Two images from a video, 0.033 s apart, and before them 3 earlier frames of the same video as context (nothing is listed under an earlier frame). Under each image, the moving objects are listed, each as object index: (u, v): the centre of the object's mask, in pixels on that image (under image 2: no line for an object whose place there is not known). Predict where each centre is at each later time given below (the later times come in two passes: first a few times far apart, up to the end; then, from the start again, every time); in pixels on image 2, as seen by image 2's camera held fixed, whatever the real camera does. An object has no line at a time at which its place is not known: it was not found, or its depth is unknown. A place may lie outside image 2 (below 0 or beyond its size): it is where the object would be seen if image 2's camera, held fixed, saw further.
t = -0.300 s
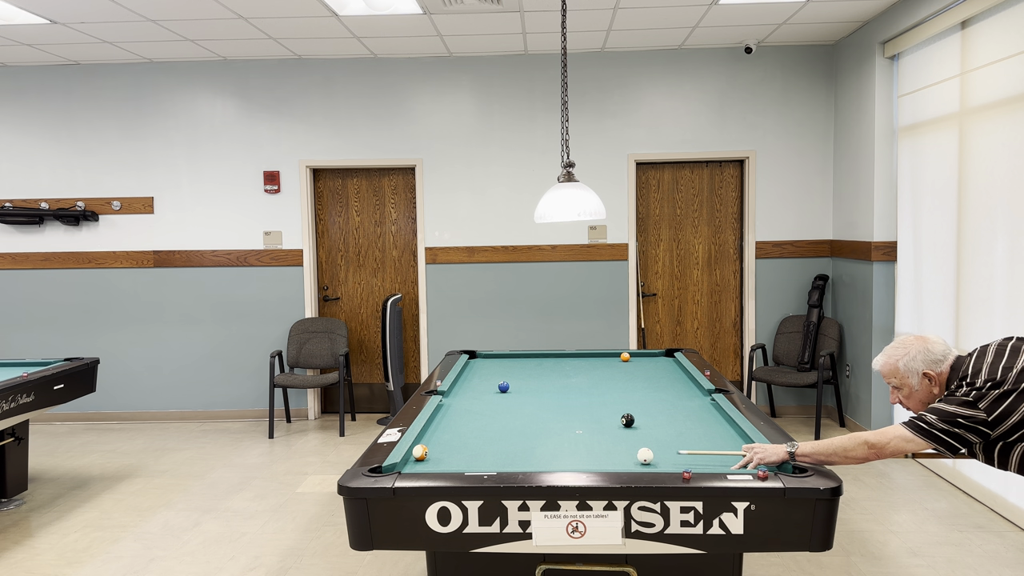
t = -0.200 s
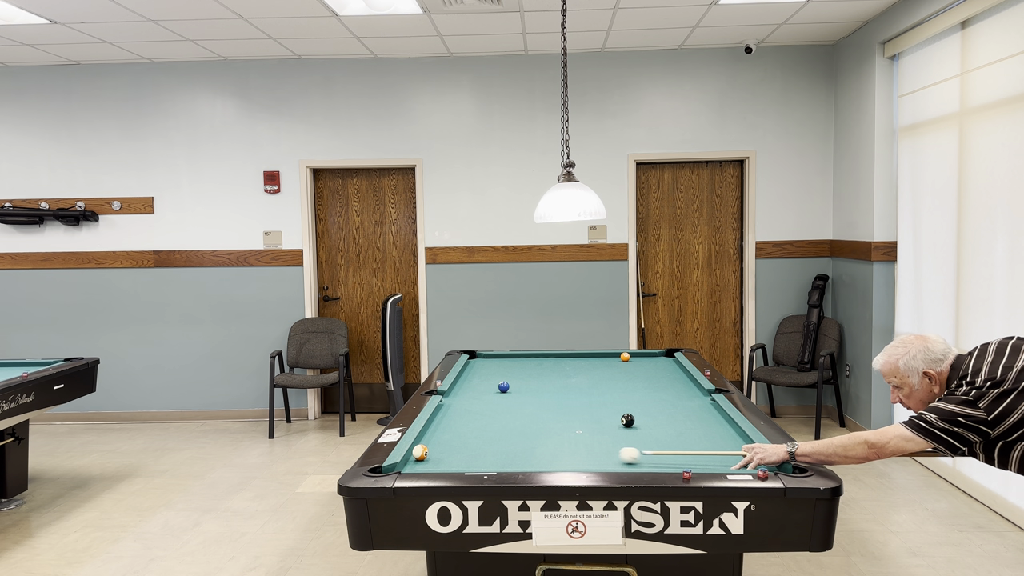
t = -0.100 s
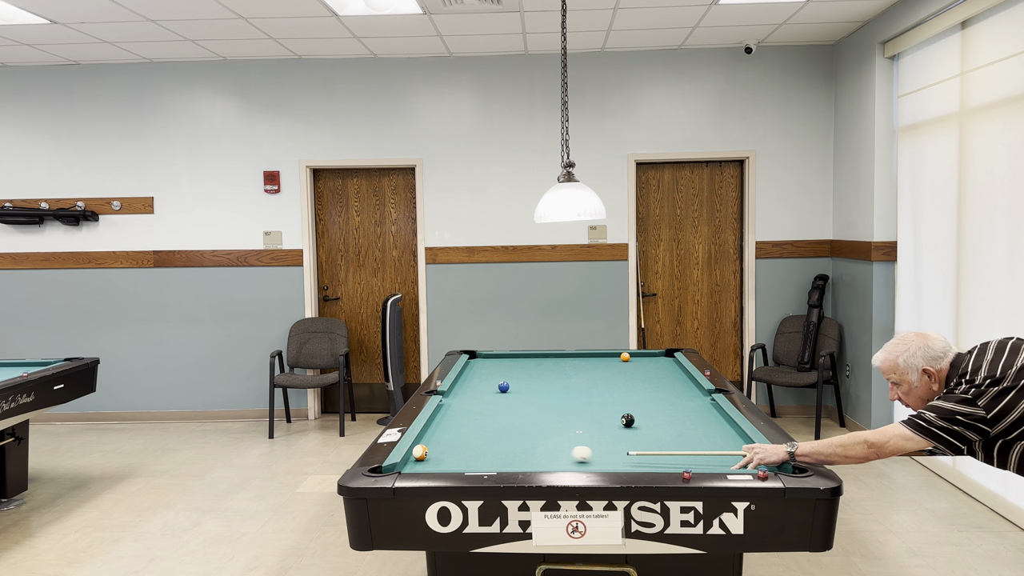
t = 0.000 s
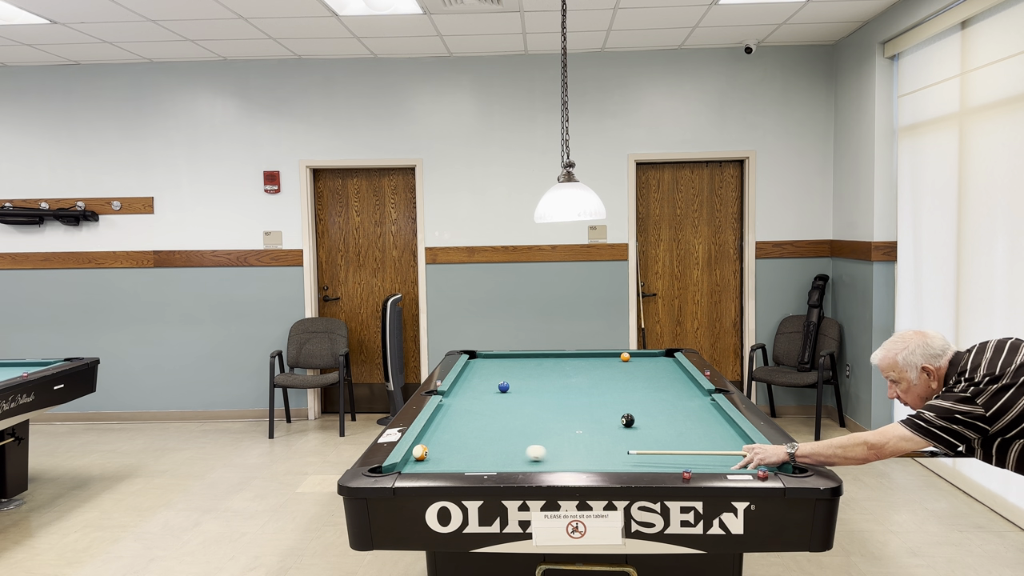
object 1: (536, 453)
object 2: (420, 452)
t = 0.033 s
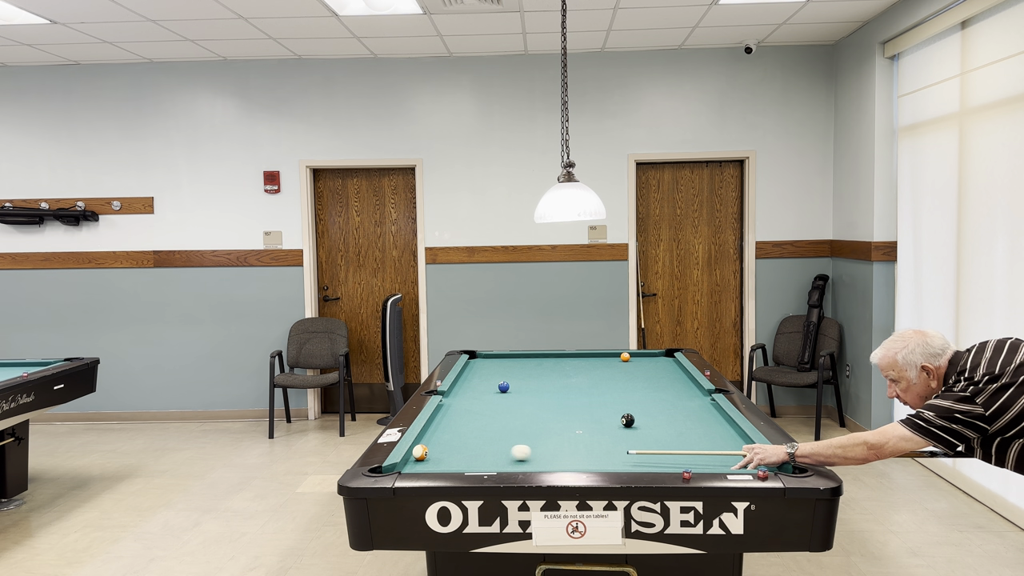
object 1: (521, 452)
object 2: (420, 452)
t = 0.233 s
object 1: (435, 451)
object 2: (418, 452)
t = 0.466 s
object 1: (423, 442)
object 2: (454, 455)
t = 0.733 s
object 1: (443, 436)
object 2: (501, 457)
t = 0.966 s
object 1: (459, 431)
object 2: (542, 459)
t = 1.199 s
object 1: (474, 427)
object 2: (583, 460)
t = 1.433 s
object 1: (487, 423)
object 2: (623, 462)
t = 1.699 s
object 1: (500, 419)
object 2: (668, 463)
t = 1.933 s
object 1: (511, 415)
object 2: (708, 465)
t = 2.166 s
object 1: (521, 412)
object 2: (744, 465)
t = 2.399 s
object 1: (531, 410)
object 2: (775, 466)
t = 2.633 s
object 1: (539, 407)
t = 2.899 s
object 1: (547, 405)
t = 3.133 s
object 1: (554, 403)
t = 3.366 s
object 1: (559, 402)
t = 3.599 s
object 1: (564, 401)
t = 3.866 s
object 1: (569, 399)
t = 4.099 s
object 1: (572, 398)
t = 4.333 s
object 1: (575, 398)
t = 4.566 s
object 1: (577, 397)
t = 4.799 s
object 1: (578, 397)
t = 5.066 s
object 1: (579, 396)
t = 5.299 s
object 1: (579, 396)
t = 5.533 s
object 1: (579, 396)
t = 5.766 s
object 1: (579, 396)
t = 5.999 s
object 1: (579, 396)
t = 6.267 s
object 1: (579, 396)
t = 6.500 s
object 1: (579, 396)
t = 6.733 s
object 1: (579, 396)
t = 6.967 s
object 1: (579, 396)
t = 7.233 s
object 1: (579, 396)
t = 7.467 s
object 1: (579, 396)
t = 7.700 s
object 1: (579, 396)
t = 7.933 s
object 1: (579, 396)
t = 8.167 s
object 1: (579, 396)
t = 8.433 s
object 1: (579, 396)
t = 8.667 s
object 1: (579, 396)
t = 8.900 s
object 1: (579, 396)
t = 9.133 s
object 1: (579, 396)
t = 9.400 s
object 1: (579, 396)
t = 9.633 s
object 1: (579, 396)
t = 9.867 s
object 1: (579, 396)
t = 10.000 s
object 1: (579, 396)
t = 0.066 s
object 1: (506, 452)
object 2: (420, 452)
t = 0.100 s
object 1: (491, 452)
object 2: (420, 452)
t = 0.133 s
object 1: (476, 451)
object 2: (420, 452)
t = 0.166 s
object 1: (462, 451)
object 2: (420, 452)
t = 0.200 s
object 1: (448, 451)
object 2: (420, 452)
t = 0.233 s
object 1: (435, 451)
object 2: (418, 452)
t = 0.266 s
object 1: (434, 449)
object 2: (415, 453)
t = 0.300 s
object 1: (433, 447)
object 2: (422, 453)
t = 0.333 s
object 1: (429, 443)
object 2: (429, 453)
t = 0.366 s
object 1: (425, 445)
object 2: (436, 454)
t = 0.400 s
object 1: (421, 444)
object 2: (442, 454)
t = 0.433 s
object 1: (419, 443)
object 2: (448, 454)
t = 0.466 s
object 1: (423, 442)
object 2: (454, 455)
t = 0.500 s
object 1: (425, 442)
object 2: (459, 455)
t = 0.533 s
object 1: (428, 441)
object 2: (465, 455)
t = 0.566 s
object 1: (430, 440)
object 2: (471, 455)
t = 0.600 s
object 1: (433, 439)
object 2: (477, 455)
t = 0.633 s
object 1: (435, 438)
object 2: (483, 456)
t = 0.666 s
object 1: (438, 437)
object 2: (489, 456)
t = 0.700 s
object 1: (440, 437)
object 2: (495, 457)
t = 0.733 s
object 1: (443, 436)
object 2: (501, 457)
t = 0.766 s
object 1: (445, 435)
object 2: (507, 457)
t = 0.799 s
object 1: (448, 435)
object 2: (512, 457)
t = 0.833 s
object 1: (450, 434)
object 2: (518, 458)
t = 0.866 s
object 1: (452, 433)
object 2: (524, 458)
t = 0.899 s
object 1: (455, 433)
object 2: (530, 458)
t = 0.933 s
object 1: (457, 432)
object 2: (536, 458)
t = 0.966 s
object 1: (459, 431)
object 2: (542, 459)
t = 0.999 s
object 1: (461, 430)
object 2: (547, 459)
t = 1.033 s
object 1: (463, 430)
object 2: (553, 459)
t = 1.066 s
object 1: (465, 429)
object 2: (559, 459)
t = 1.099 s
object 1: (467, 429)
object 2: (565, 460)
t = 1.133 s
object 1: (469, 428)
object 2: (571, 460)
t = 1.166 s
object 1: (472, 427)
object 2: (577, 460)
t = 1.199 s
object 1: (474, 427)
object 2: (583, 460)
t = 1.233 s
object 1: (475, 426)
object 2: (588, 460)
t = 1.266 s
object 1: (478, 426)
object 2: (594, 460)
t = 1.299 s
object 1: (479, 425)
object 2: (599, 461)
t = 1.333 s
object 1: (481, 424)
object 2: (605, 461)
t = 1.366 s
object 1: (483, 424)
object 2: (611, 461)
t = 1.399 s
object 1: (485, 423)
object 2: (616, 461)
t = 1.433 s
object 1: (487, 423)
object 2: (623, 462)
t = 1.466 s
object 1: (489, 422)
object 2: (629, 462)
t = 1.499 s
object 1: (490, 422)
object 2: (634, 462)
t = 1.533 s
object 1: (492, 421)
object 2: (640, 462)
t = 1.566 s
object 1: (494, 421)
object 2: (645, 462)
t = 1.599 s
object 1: (496, 420)
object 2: (651, 462)
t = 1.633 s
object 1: (497, 419)
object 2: (657, 463)
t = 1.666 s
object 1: (499, 419)
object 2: (662, 463)
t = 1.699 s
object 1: (500, 419)
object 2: (668, 463)
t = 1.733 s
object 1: (502, 418)
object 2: (674, 463)
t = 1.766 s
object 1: (504, 418)
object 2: (680, 464)
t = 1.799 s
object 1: (505, 417)
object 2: (685, 464)
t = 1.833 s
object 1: (507, 417)
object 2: (691, 464)
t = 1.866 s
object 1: (508, 416)
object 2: (696, 464)
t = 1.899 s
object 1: (510, 416)
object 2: (702, 464)
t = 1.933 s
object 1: (511, 415)
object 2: (708, 465)
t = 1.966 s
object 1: (513, 415)
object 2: (713, 465)
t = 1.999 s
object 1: (514, 414)
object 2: (718, 465)
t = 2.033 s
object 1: (516, 414)
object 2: (724, 465)
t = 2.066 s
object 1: (517, 414)
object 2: (730, 465)
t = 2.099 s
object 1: (519, 413)
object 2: (735, 465)
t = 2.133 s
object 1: (520, 413)
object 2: (739, 465)
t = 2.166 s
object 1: (521, 412)
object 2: (744, 465)
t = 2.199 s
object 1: (523, 412)
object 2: (749, 465)
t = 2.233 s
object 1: (524, 412)
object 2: (753, 465)
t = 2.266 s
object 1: (525, 411)
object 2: (757, 465)
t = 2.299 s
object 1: (527, 411)
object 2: (763, 465)
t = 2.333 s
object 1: (528, 411)
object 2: (768, 466)
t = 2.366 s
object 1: (529, 410)
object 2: (772, 466)
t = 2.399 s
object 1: (531, 410)
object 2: (775, 466)
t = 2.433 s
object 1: (532, 410)
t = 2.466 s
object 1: (533, 409)
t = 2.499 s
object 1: (534, 409)
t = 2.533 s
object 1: (535, 408)
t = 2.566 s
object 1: (536, 408)
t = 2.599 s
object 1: (538, 408)
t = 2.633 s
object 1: (539, 407)
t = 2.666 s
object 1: (540, 407)
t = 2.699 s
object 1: (541, 407)
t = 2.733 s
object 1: (542, 407)
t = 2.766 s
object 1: (543, 406)
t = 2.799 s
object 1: (544, 406)
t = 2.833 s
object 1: (545, 406)
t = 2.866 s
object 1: (546, 406)
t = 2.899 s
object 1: (547, 405)
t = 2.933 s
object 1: (548, 405)
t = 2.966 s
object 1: (549, 405)
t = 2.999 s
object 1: (550, 404)
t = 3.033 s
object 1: (551, 404)
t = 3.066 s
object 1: (552, 404)
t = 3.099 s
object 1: (553, 404)
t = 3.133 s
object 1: (554, 403)
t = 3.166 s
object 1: (554, 403)
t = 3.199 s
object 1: (555, 403)
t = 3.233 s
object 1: (556, 403)
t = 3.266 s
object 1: (557, 403)
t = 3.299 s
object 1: (558, 402)
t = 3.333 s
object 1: (559, 402)
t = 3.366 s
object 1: (559, 402)
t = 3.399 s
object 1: (560, 402)
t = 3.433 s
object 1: (561, 402)
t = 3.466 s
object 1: (561, 401)
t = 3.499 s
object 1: (562, 401)
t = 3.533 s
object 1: (563, 401)
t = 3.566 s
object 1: (564, 401)
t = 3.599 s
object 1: (564, 401)
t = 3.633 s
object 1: (565, 400)
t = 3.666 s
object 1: (565, 400)
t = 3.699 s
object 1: (566, 400)
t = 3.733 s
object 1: (567, 400)
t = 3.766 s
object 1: (567, 400)
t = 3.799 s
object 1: (568, 400)
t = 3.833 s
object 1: (568, 400)
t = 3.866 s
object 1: (569, 399)
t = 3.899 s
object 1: (570, 399)
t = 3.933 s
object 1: (570, 399)
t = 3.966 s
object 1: (571, 399)
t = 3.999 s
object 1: (571, 399)
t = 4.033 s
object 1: (571, 399)
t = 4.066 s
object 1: (572, 399)
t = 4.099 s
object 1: (572, 398)
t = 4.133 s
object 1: (573, 398)
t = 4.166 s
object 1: (573, 398)
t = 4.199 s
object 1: (574, 398)
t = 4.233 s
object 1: (574, 398)
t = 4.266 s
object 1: (575, 398)
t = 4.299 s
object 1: (575, 398)
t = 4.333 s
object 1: (575, 398)
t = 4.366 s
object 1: (576, 398)
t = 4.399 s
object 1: (576, 397)
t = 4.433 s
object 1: (576, 397)
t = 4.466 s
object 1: (576, 397)
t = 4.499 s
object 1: (577, 397)
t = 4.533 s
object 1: (577, 397)
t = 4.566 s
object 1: (577, 397)
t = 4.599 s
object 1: (577, 397)
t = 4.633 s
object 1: (578, 397)
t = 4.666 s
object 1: (578, 397)
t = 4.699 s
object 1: (578, 397)
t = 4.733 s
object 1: (578, 397)
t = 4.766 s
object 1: (578, 397)
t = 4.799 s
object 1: (578, 397)
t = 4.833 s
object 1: (579, 397)
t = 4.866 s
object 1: (579, 397)
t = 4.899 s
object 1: (579, 397)
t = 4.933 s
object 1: (579, 397)
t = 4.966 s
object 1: (579, 396)
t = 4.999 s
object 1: (579, 396)
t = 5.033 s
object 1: (579, 396)
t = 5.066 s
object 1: (579, 396)
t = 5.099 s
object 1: (579, 396)
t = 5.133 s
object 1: (579, 396)
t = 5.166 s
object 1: (579, 396)
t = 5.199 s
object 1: (579, 396)
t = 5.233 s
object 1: (579, 396)
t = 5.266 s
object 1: (579, 396)
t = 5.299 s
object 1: (579, 396)
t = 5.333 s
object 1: (579, 396)
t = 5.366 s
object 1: (579, 396)
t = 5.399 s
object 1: (579, 396)
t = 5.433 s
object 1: (579, 396)
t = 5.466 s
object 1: (579, 396)
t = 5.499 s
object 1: (579, 396)
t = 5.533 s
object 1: (579, 396)
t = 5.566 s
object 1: (579, 396)
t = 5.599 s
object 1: (579, 396)
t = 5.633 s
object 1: (579, 396)
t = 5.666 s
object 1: (579, 396)
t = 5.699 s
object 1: (579, 396)
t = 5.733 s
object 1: (579, 396)
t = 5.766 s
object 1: (579, 396)
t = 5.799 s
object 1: (579, 396)
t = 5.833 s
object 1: (579, 396)
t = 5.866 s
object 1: (579, 396)
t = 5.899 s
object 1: (579, 396)
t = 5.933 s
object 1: (579, 396)
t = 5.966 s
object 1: (579, 396)
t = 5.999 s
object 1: (579, 396)
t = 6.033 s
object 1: (579, 396)
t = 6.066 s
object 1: (579, 396)
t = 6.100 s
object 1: (579, 396)
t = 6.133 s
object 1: (579, 396)
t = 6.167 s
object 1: (579, 396)
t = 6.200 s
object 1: (579, 396)
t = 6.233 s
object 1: (579, 396)
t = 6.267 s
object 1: (579, 396)
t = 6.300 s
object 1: (579, 396)
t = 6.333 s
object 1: (579, 396)
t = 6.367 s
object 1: (579, 396)
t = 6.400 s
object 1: (579, 396)
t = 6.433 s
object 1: (579, 396)
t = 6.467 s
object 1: (579, 396)
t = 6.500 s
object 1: (579, 396)
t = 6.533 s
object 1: (579, 396)
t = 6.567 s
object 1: (579, 396)
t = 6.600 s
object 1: (579, 396)
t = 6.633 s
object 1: (579, 396)
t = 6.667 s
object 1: (579, 396)
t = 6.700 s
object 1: (579, 396)
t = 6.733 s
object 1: (579, 396)
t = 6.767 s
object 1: (579, 396)
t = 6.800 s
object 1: (579, 396)
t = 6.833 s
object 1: (579, 396)
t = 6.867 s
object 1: (579, 396)
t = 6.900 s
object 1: (579, 396)
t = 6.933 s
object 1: (579, 396)
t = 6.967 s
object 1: (579, 396)
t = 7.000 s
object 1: (579, 396)
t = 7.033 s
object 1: (579, 396)
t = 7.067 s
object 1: (579, 396)
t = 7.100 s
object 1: (579, 396)
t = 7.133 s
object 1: (579, 396)
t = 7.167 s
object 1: (579, 396)
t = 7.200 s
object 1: (579, 396)
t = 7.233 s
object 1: (579, 396)
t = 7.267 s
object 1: (579, 396)
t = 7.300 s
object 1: (579, 396)
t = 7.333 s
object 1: (579, 396)
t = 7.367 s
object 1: (579, 396)
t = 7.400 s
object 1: (579, 396)
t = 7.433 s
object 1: (579, 396)
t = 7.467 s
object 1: (579, 396)
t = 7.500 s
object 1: (579, 396)
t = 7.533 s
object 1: (579, 396)
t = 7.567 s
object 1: (579, 396)
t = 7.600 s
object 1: (579, 396)
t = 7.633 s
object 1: (579, 396)
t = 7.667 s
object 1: (579, 396)
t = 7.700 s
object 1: (579, 396)
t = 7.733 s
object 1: (579, 396)
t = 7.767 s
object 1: (579, 396)
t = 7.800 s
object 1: (579, 396)
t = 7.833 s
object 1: (579, 396)
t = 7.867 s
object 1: (579, 396)
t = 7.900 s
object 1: (579, 396)
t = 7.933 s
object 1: (579, 396)
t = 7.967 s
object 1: (579, 396)
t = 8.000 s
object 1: (579, 396)
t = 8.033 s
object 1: (579, 396)
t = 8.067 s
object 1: (579, 396)
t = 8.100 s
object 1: (579, 396)
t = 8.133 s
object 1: (579, 396)
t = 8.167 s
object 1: (579, 396)
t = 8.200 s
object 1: (579, 396)
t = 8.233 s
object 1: (579, 396)
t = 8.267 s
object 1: (579, 396)
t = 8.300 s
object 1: (579, 396)
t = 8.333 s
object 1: (579, 396)
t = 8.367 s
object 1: (579, 396)
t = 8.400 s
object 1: (579, 396)
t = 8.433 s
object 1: (579, 396)
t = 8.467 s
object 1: (579, 396)
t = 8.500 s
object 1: (579, 396)
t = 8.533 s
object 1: (579, 396)
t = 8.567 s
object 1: (579, 396)
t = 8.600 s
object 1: (579, 396)
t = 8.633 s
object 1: (579, 396)
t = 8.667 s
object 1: (579, 396)
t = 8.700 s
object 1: (579, 396)
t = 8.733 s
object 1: (579, 396)
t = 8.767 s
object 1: (579, 396)
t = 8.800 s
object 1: (579, 396)
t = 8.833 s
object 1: (579, 396)
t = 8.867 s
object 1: (579, 396)
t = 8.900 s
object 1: (579, 396)
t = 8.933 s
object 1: (579, 396)
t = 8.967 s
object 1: (579, 396)
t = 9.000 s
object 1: (579, 396)
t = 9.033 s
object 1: (579, 396)
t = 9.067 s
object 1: (579, 396)
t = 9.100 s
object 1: (579, 396)
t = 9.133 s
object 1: (579, 396)
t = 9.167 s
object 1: (579, 396)
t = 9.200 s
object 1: (579, 396)
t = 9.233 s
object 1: (579, 396)
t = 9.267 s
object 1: (579, 396)
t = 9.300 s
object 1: (579, 396)
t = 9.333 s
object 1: (579, 396)
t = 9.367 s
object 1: (579, 396)
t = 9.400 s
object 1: (579, 396)
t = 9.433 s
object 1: (579, 396)
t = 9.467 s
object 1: (579, 396)
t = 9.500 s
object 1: (579, 396)
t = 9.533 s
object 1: (579, 396)
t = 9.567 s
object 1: (579, 396)
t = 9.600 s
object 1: (579, 396)
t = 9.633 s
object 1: (579, 396)
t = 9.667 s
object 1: (579, 396)
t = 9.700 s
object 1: (579, 397)
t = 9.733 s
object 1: (579, 396)
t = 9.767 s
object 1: (579, 396)
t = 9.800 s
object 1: (579, 396)
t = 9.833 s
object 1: (579, 396)
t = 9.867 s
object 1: (579, 396)
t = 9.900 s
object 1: (579, 396)
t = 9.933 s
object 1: (579, 396)
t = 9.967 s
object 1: (579, 396)
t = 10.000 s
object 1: (579, 396)
